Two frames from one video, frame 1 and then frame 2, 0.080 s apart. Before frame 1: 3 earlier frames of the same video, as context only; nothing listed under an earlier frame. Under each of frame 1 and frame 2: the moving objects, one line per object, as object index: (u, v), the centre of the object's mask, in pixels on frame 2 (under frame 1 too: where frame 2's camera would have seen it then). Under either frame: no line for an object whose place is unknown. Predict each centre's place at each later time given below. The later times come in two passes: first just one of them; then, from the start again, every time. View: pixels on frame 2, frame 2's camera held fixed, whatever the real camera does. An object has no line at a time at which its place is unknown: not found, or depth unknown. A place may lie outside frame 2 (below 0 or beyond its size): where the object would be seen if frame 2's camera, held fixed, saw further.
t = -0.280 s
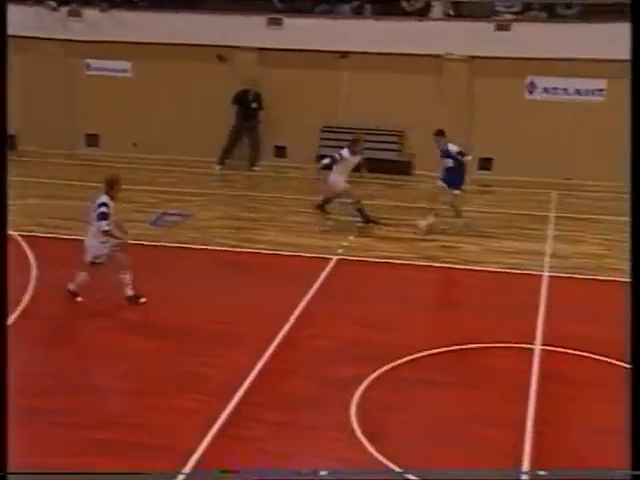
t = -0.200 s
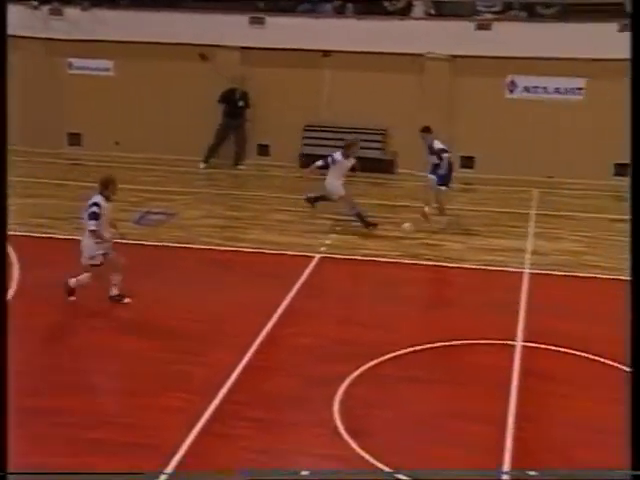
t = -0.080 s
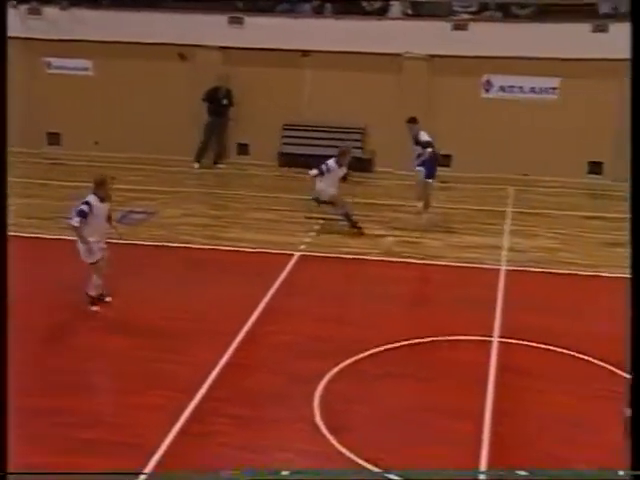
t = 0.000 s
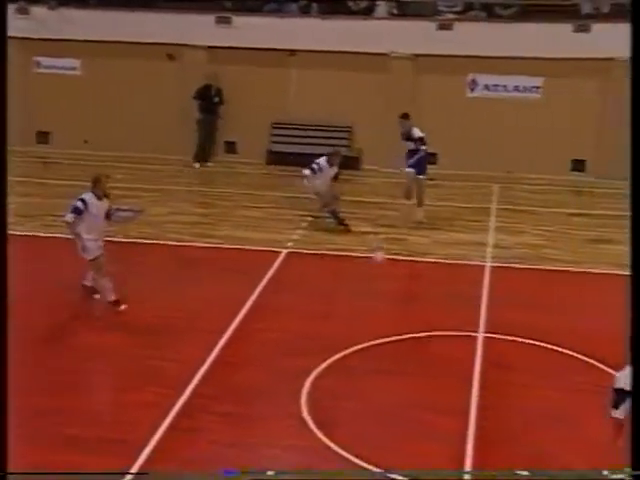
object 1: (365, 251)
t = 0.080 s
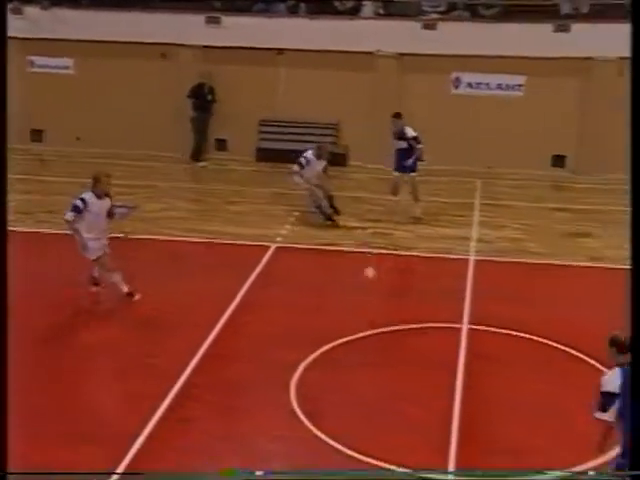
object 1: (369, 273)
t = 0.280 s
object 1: (377, 320)
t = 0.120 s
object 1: (370, 287)
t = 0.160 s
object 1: (370, 304)
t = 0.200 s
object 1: (373, 308)
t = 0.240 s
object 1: (374, 313)
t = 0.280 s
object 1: (377, 320)
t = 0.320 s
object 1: (381, 328)
